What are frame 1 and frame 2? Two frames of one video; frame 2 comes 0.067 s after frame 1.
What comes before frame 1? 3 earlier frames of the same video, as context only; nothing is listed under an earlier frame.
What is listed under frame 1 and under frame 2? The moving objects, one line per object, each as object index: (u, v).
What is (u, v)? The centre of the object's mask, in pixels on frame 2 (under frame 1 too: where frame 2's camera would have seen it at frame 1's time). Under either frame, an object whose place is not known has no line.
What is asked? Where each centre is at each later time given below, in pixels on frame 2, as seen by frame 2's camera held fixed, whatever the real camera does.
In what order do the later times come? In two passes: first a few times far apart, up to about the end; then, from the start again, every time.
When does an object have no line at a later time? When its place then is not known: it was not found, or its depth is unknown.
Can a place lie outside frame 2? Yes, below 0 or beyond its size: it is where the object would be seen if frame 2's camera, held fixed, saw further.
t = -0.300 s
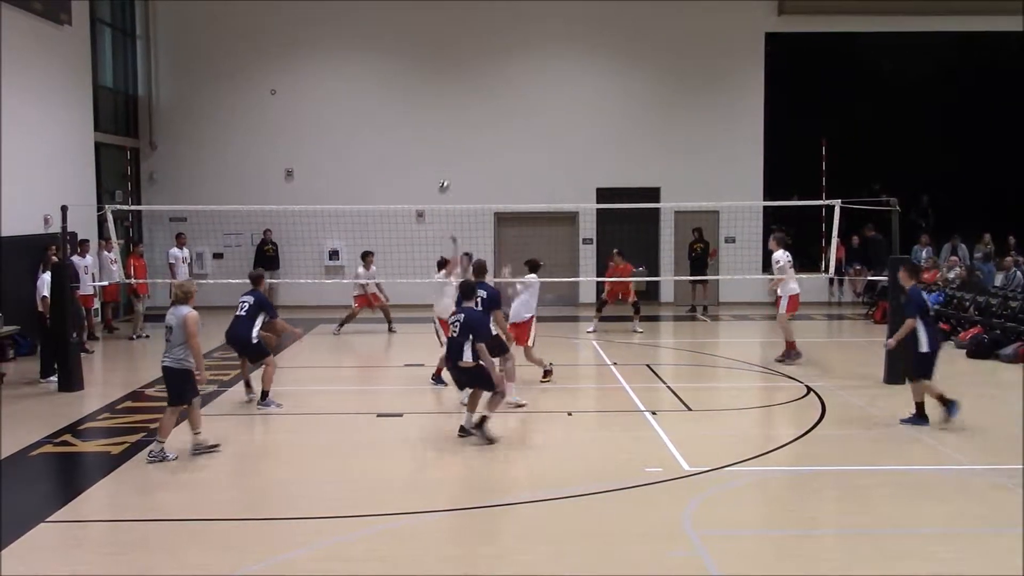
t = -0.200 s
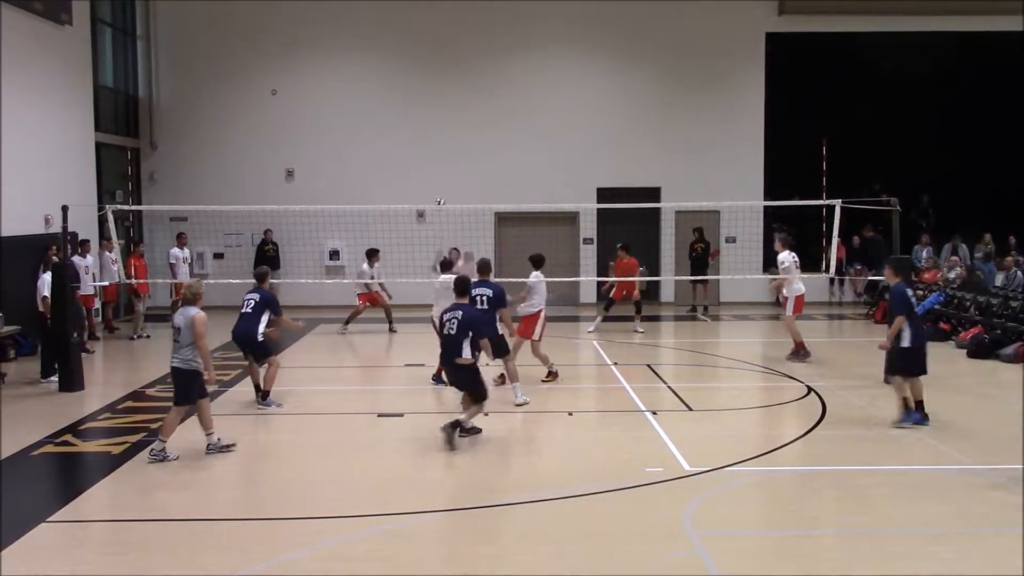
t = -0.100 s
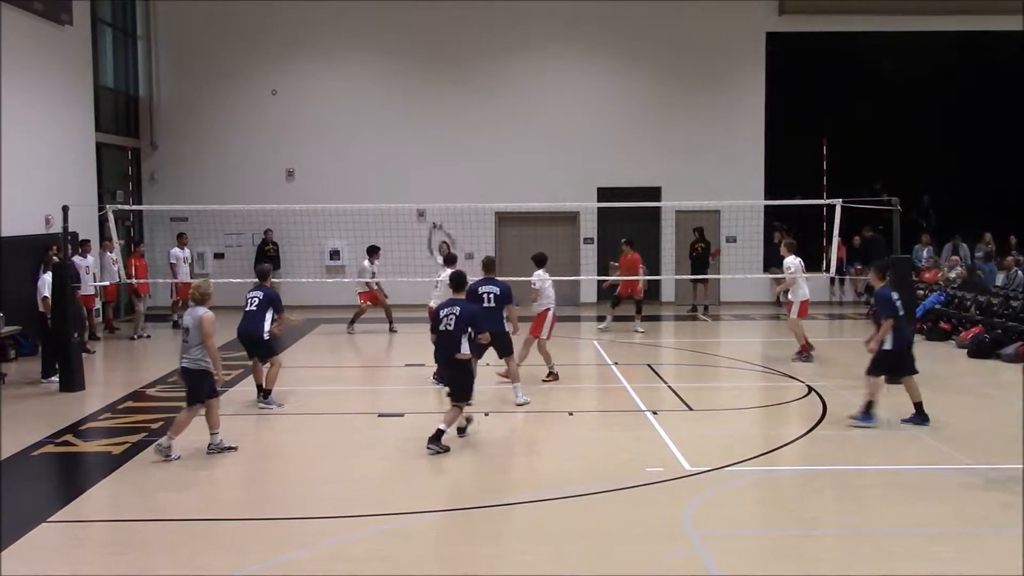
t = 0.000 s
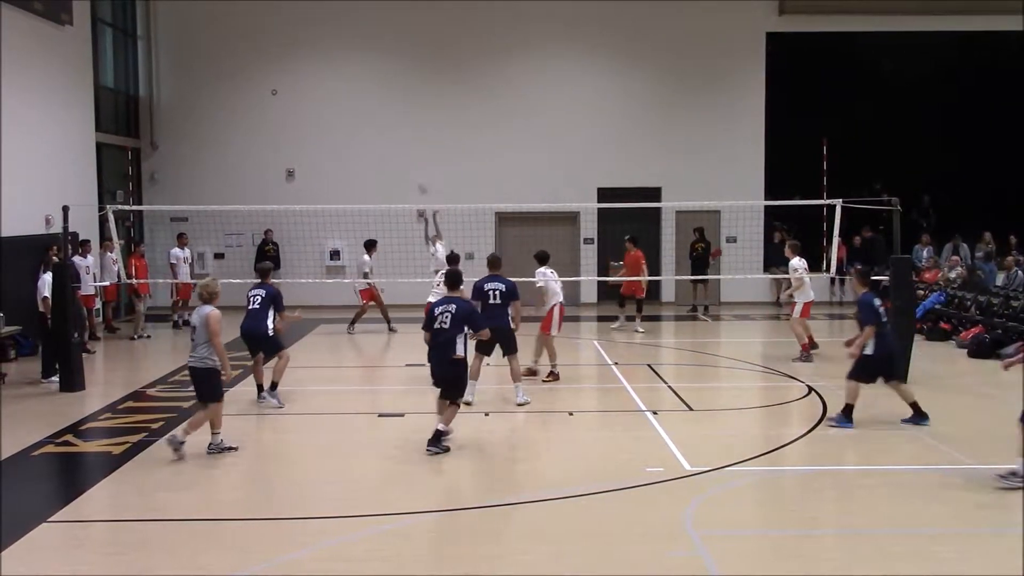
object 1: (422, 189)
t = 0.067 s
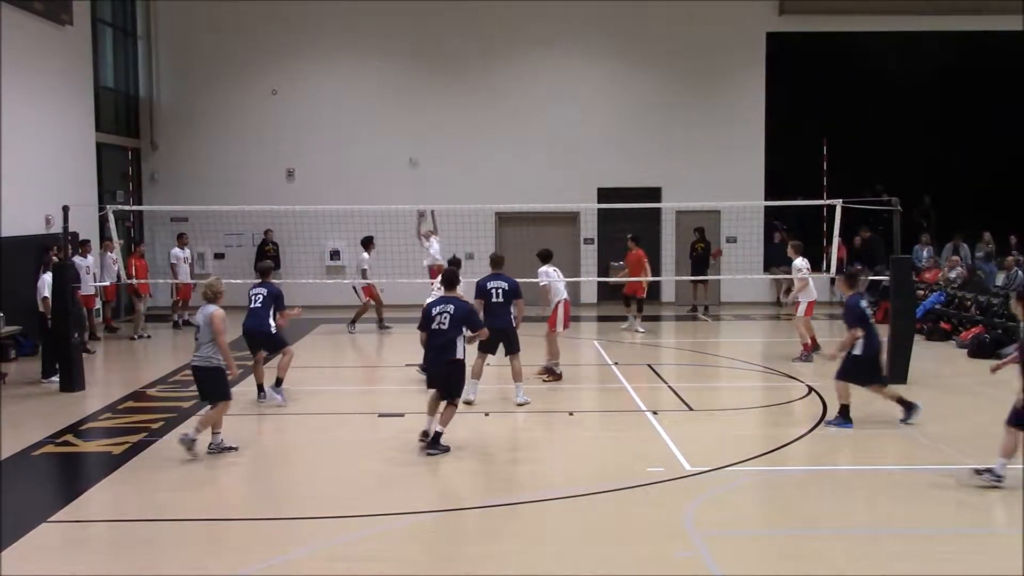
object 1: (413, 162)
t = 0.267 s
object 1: (389, 98)
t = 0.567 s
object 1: (352, 40)
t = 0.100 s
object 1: (411, 150)
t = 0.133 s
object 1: (405, 141)
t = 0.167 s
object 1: (400, 126)
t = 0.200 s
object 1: (396, 116)
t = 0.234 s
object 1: (393, 109)
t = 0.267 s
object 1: (389, 98)
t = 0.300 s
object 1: (385, 86)
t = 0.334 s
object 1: (380, 79)
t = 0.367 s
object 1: (377, 73)
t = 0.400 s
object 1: (371, 64)
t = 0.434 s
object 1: (369, 59)
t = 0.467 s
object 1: (365, 53)
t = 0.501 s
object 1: (360, 48)
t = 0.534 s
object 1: (356, 44)
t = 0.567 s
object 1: (352, 40)
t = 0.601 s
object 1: (348, 37)
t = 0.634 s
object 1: (344, 35)
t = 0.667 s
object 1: (342, 33)
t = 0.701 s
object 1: (339, 31)
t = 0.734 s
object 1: (336, 30)
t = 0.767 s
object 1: (333, 29)
